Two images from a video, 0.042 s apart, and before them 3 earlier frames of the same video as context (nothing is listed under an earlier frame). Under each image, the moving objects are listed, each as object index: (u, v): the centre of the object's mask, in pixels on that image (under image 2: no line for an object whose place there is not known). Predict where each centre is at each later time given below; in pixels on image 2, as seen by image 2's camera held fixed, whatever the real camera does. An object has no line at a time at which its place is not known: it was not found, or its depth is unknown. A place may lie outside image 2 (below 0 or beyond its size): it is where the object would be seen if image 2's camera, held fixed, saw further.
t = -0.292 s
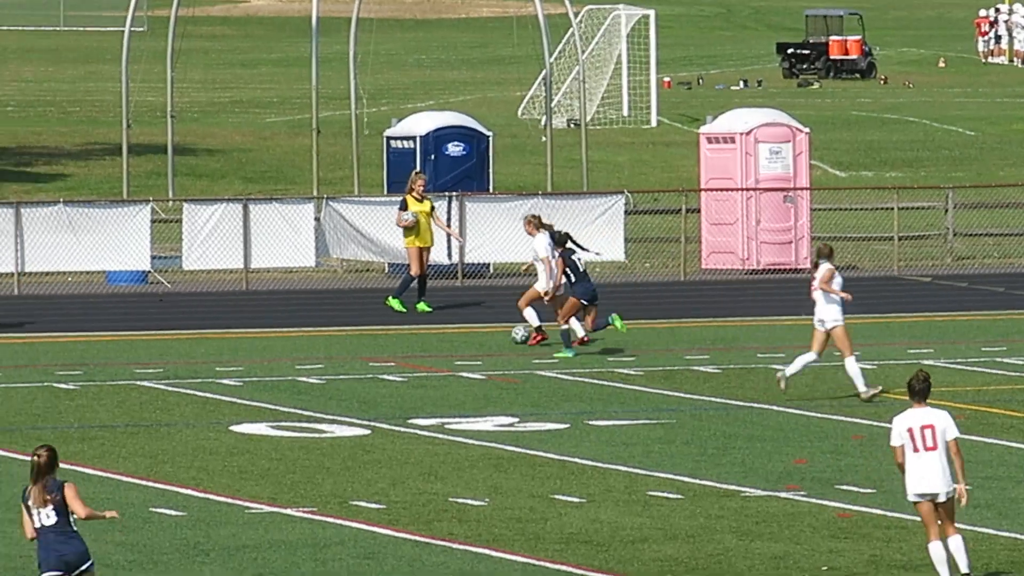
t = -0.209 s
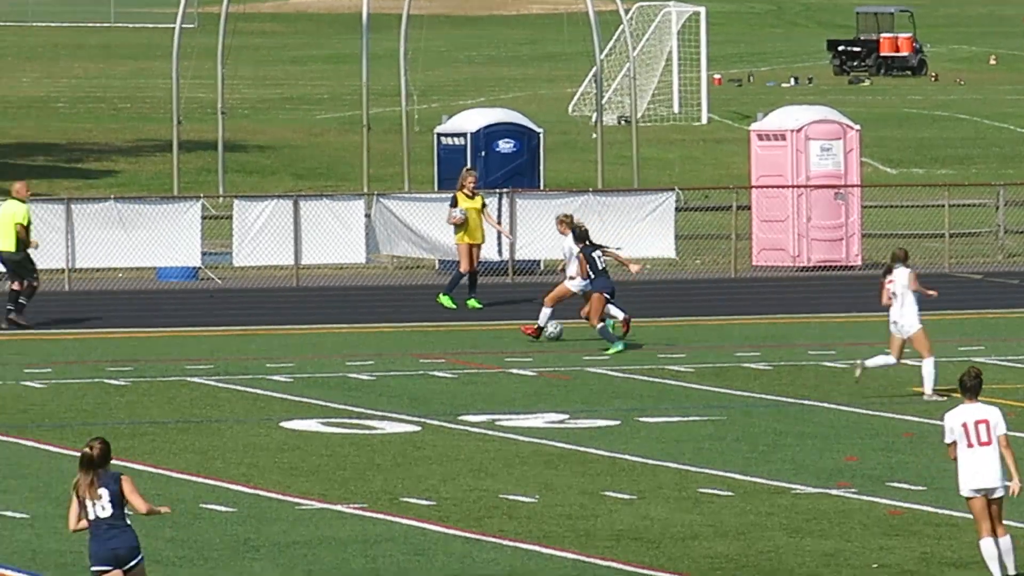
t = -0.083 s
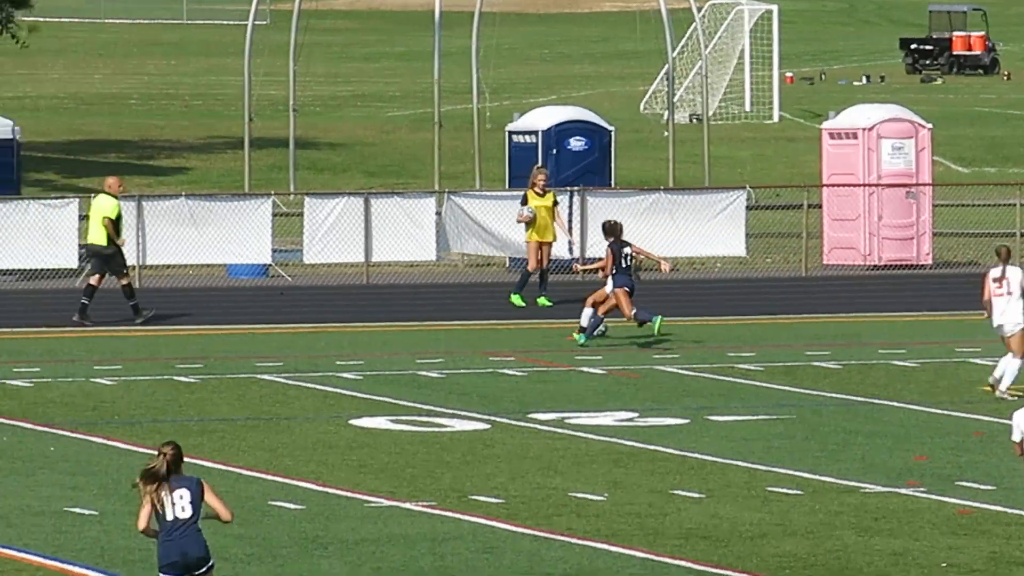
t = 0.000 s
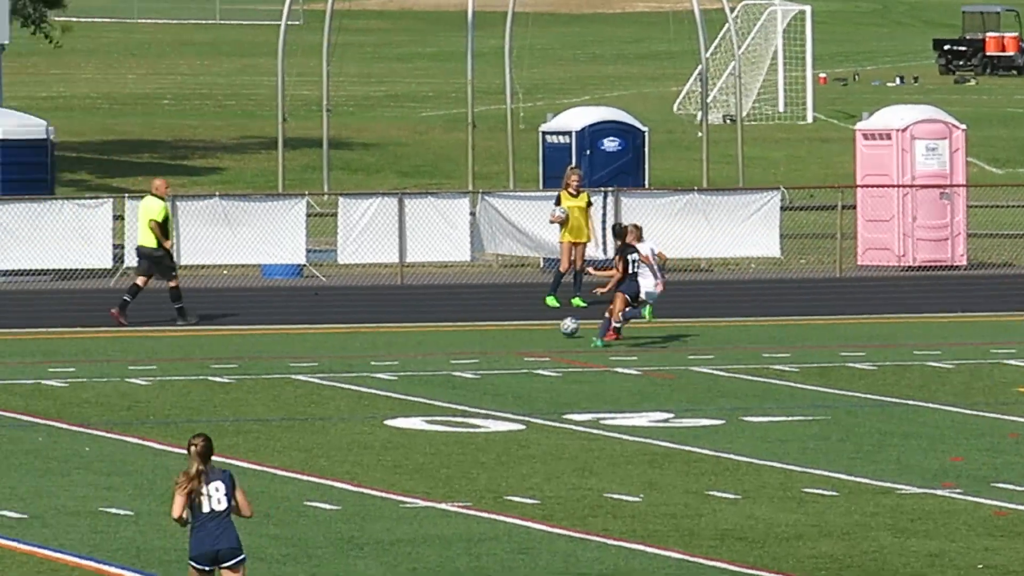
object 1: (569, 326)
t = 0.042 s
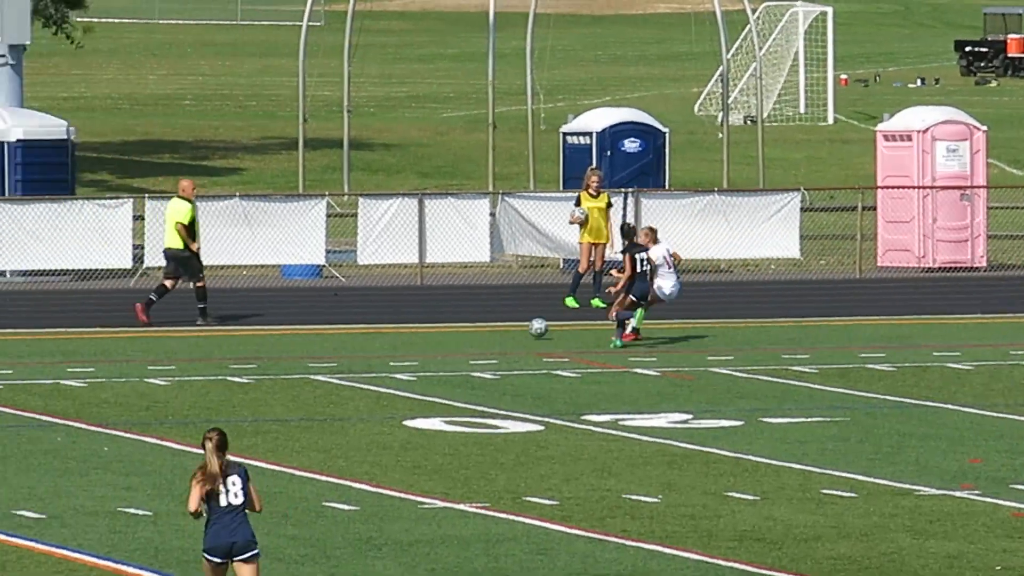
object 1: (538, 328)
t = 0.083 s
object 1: (489, 330)
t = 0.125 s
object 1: (441, 332)
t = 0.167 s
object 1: (394, 331)
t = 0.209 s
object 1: (347, 332)
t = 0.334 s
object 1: (215, 337)
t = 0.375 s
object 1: (173, 335)
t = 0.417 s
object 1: (132, 337)
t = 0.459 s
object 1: (91, 341)
